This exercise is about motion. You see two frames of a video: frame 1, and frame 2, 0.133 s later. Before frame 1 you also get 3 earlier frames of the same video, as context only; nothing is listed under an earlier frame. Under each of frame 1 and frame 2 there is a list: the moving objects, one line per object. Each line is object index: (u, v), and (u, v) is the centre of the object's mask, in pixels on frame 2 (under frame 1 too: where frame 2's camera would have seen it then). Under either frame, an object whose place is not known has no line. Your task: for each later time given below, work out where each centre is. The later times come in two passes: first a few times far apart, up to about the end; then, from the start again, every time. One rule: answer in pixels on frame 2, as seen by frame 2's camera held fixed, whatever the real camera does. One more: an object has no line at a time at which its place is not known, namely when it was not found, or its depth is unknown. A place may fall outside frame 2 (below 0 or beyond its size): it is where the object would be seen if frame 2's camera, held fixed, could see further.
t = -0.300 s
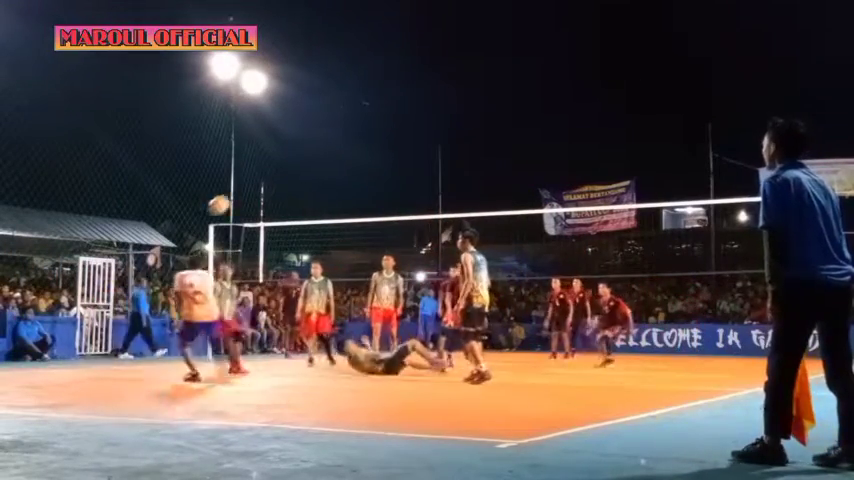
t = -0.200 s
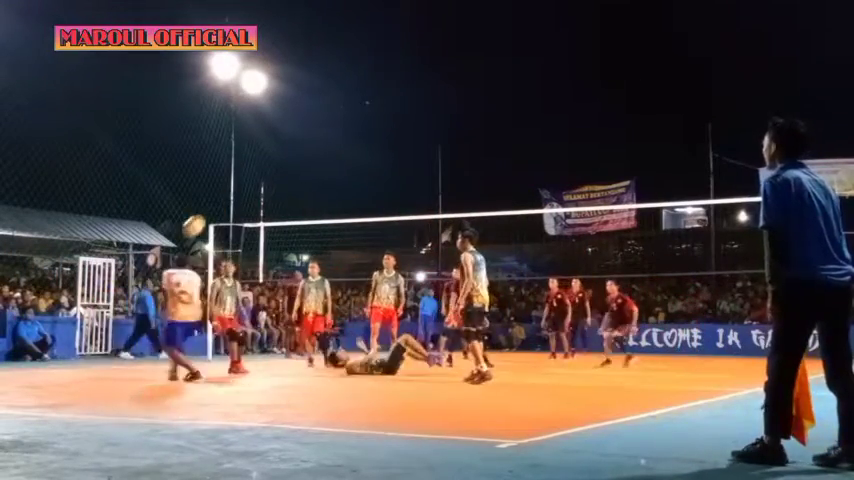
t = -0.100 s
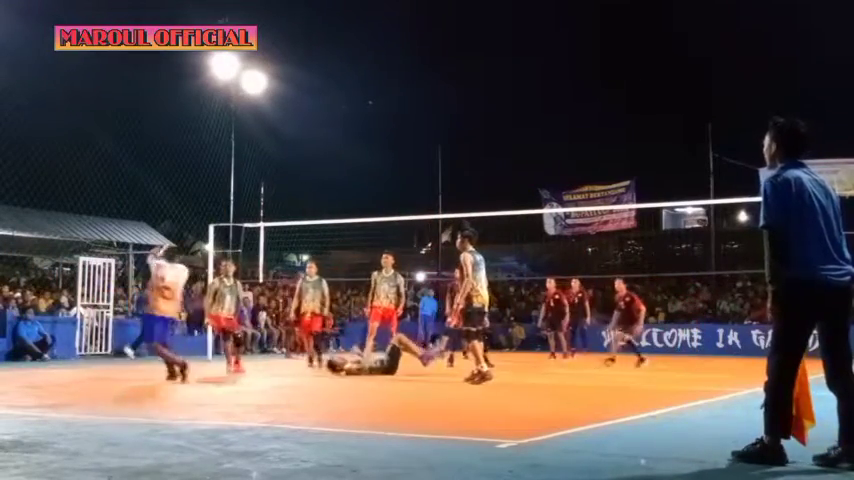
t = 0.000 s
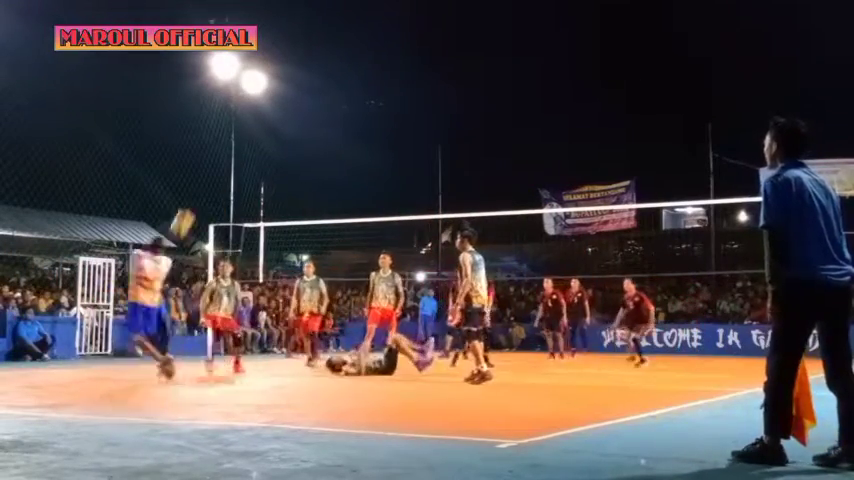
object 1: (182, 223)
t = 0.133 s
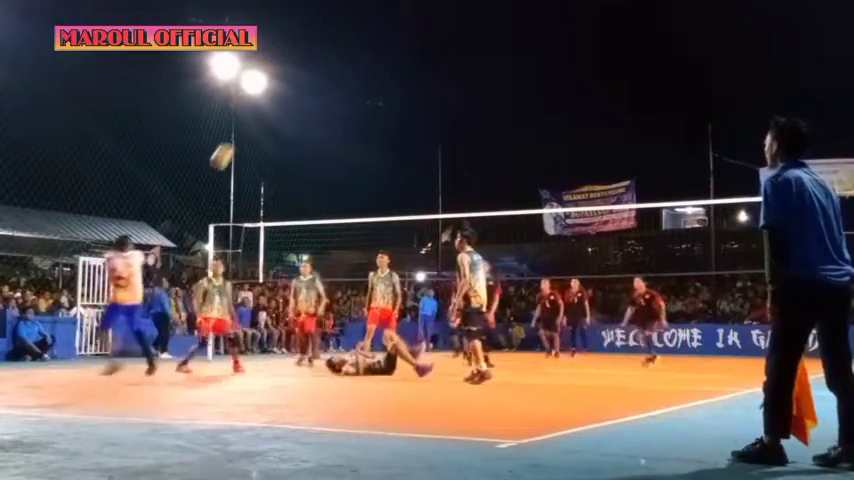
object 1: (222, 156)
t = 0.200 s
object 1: (242, 129)
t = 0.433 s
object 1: (305, 66)
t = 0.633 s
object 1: (355, 48)
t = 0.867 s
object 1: (408, 65)
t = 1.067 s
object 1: (451, 110)
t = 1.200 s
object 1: (477, 154)
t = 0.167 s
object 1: (232, 143)
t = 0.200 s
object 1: (242, 129)
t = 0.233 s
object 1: (251, 118)
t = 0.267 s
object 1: (261, 107)
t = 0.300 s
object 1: (274, 98)
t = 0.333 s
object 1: (279, 87)
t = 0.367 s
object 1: (288, 79)
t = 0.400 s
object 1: (296, 73)
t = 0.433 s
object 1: (305, 66)
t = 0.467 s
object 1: (314, 61)
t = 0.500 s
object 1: (322, 57)
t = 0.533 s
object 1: (330, 53)
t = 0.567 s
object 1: (339, 50)
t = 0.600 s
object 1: (346, 49)
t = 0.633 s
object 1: (355, 48)
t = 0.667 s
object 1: (363, 48)
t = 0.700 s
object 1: (371, 49)
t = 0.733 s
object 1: (378, 50)
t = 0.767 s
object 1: (386, 53)
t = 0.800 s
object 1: (393, 56)
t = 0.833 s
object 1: (401, 60)
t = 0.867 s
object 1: (408, 65)
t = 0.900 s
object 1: (416, 71)
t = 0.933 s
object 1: (423, 77)
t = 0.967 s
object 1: (430, 84)
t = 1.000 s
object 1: (437, 92)
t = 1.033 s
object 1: (444, 100)
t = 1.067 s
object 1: (451, 110)
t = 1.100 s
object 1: (457, 120)
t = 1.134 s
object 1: (464, 131)
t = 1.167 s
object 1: (470, 143)
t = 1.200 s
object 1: (477, 154)
